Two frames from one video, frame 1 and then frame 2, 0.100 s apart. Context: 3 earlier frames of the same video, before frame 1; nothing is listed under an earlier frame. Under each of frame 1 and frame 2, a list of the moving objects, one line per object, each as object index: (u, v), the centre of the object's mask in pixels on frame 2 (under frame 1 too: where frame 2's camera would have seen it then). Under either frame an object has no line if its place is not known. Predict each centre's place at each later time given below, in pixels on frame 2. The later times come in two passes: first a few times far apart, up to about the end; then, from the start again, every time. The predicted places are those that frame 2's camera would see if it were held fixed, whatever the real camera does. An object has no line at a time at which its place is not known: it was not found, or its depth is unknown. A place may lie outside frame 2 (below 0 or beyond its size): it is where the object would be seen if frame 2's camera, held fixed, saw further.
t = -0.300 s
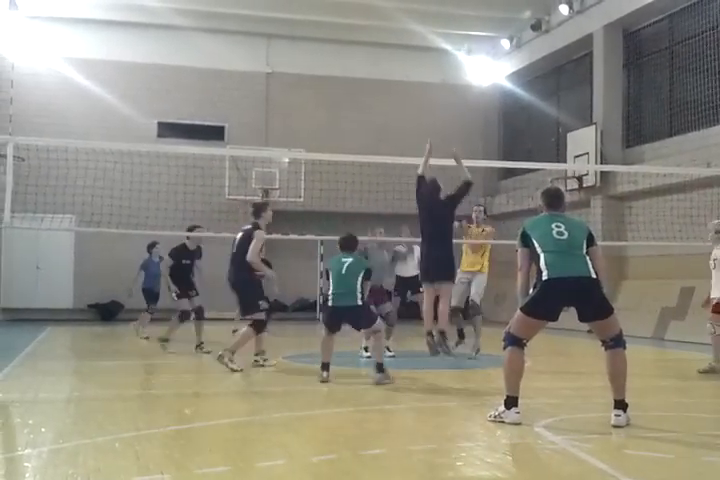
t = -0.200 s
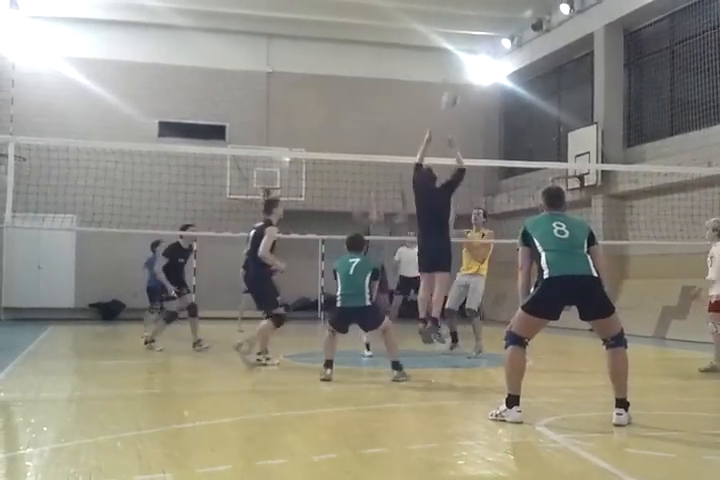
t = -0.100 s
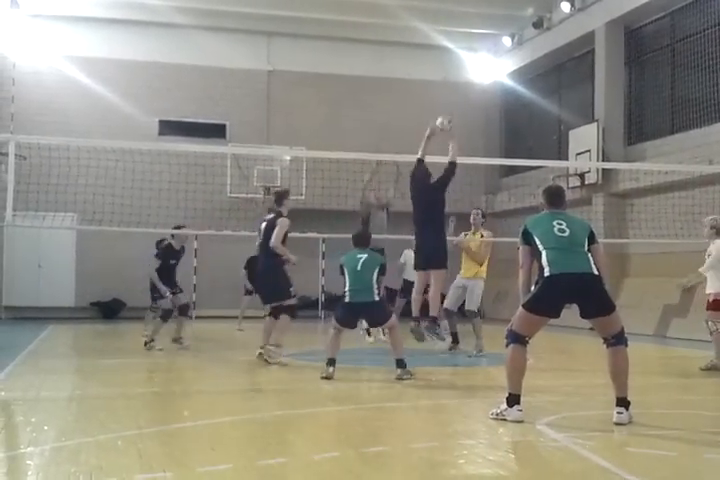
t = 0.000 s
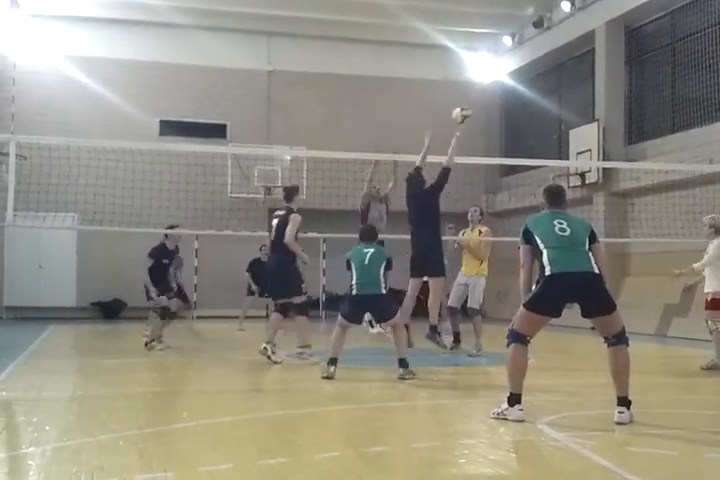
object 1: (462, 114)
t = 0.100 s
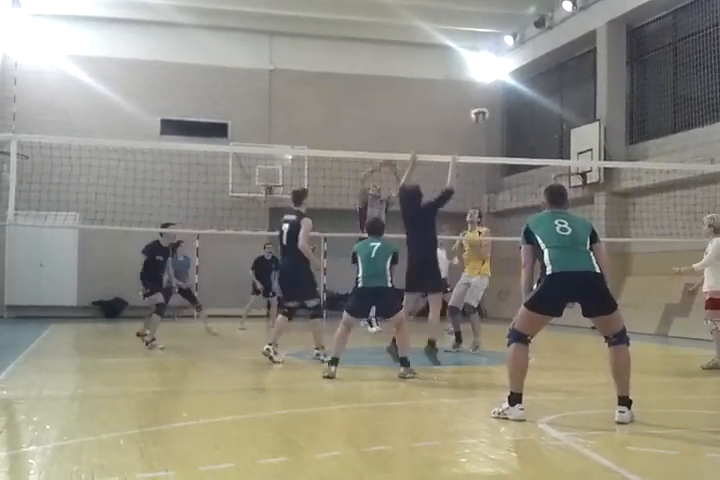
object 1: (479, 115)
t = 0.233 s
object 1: (498, 127)
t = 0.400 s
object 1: (520, 155)
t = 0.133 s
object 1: (484, 116)
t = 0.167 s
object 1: (489, 119)
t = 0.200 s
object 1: (494, 122)
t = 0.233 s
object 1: (498, 127)
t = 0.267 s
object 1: (503, 131)
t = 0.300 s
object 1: (507, 136)
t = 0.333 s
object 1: (512, 144)
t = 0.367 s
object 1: (516, 150)
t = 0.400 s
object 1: (520, 155)
